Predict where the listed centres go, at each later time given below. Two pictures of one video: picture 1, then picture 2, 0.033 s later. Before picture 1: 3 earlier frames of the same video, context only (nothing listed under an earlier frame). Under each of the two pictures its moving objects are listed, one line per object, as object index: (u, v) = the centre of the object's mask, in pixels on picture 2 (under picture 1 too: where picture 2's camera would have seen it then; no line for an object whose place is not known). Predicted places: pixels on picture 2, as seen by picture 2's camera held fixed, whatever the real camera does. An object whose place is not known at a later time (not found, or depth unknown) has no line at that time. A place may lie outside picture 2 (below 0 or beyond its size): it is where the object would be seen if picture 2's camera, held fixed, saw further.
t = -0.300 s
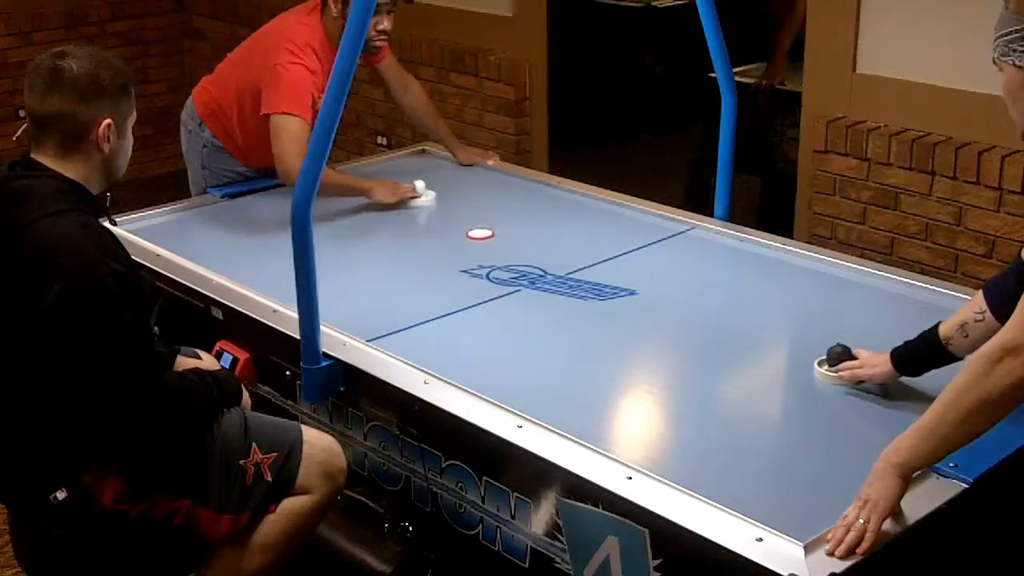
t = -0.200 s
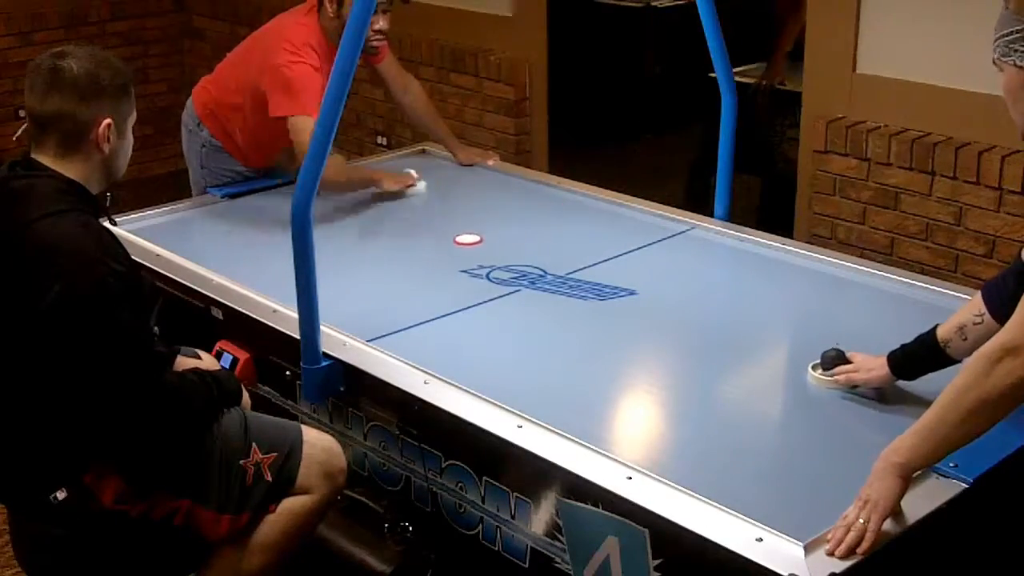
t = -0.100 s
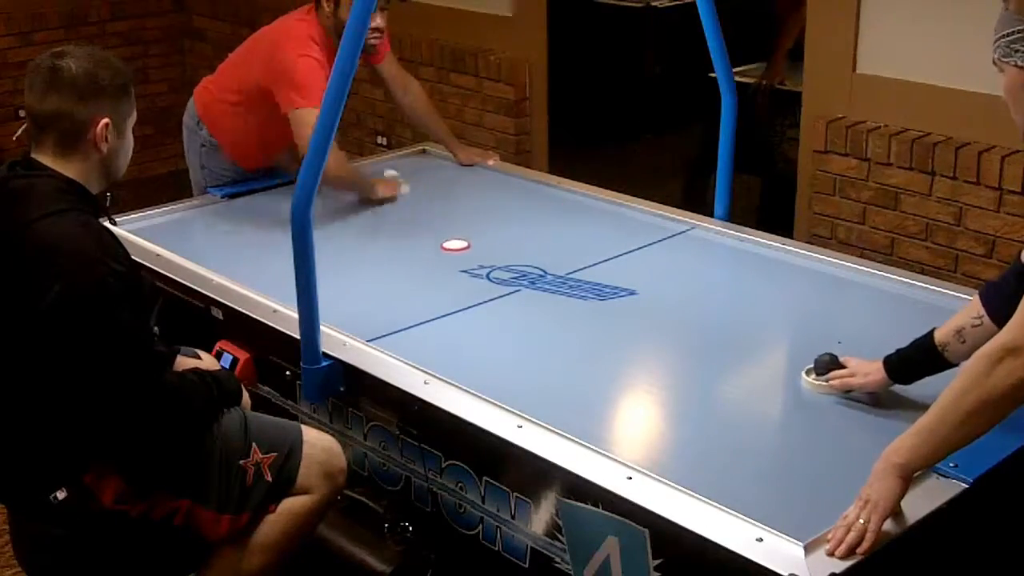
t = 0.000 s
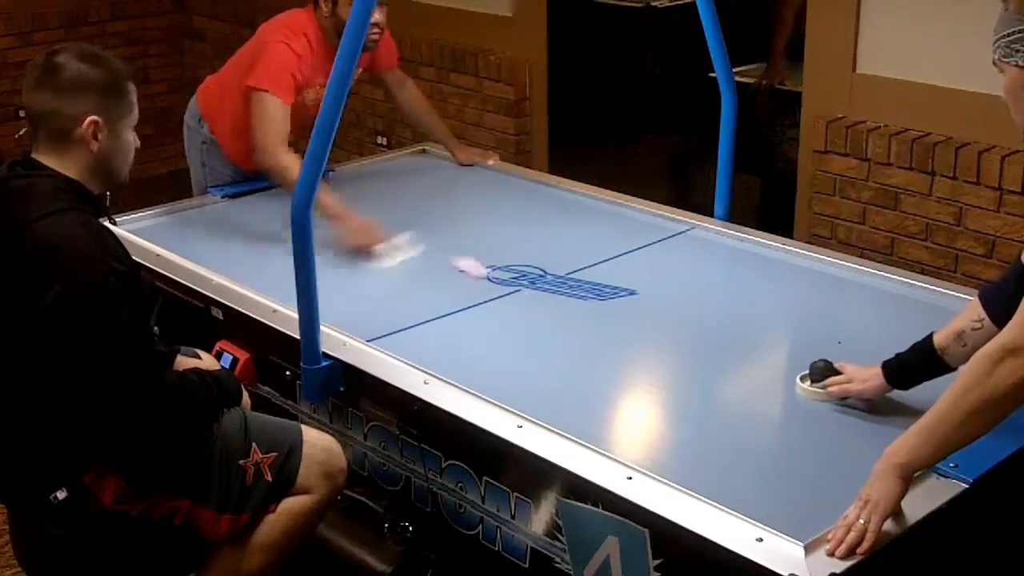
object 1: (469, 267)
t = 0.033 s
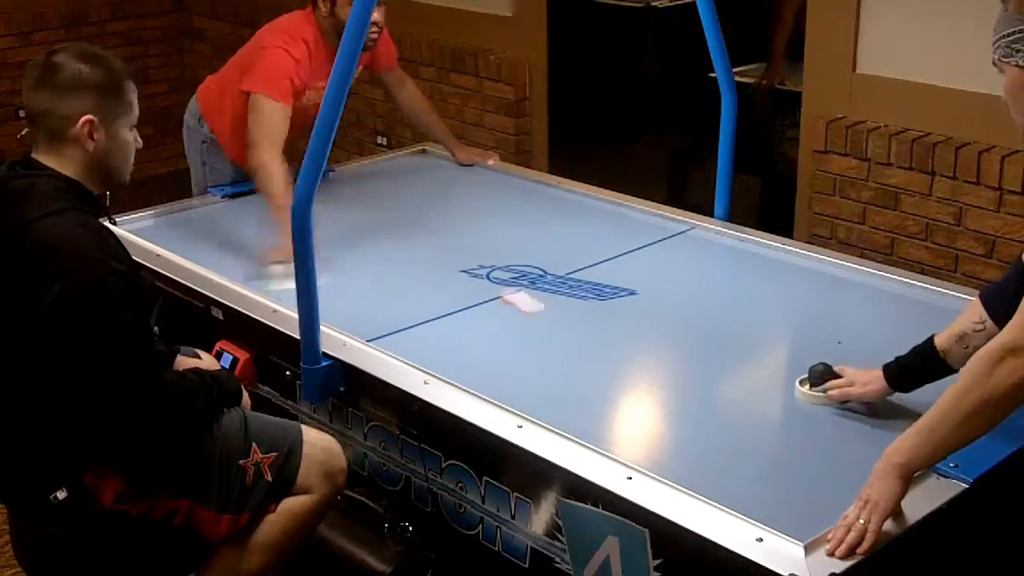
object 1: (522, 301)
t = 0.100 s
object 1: (653, 387)
